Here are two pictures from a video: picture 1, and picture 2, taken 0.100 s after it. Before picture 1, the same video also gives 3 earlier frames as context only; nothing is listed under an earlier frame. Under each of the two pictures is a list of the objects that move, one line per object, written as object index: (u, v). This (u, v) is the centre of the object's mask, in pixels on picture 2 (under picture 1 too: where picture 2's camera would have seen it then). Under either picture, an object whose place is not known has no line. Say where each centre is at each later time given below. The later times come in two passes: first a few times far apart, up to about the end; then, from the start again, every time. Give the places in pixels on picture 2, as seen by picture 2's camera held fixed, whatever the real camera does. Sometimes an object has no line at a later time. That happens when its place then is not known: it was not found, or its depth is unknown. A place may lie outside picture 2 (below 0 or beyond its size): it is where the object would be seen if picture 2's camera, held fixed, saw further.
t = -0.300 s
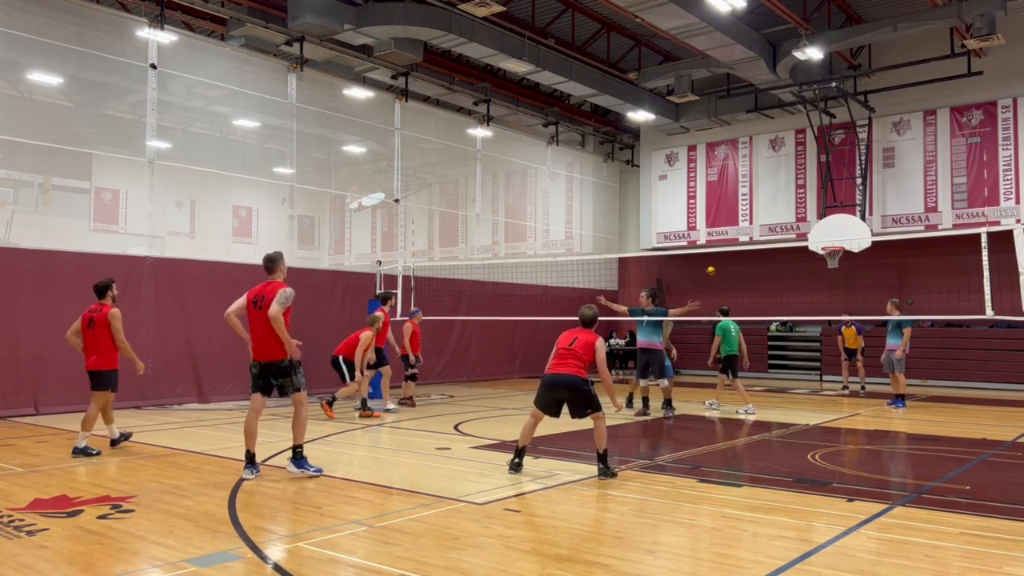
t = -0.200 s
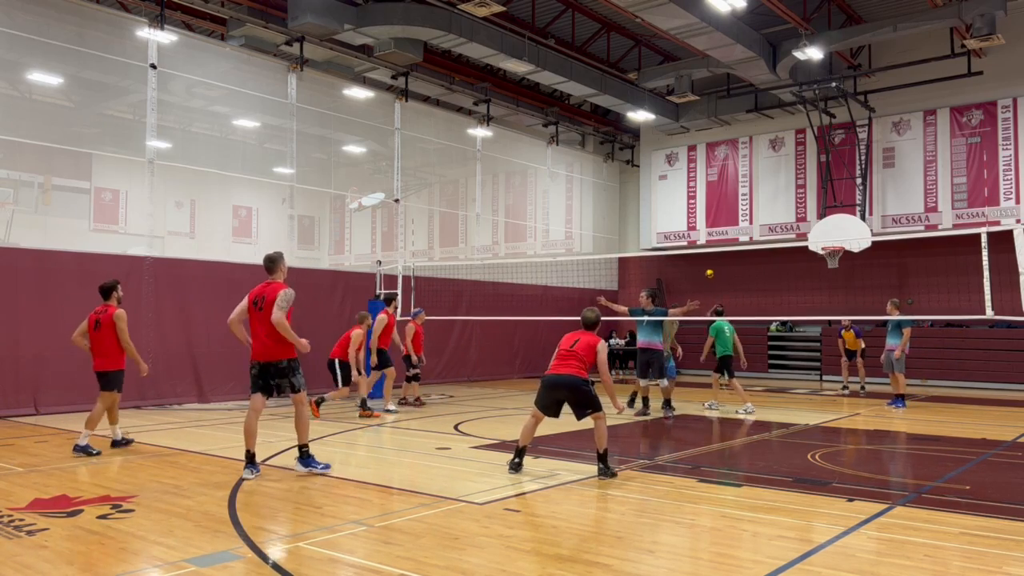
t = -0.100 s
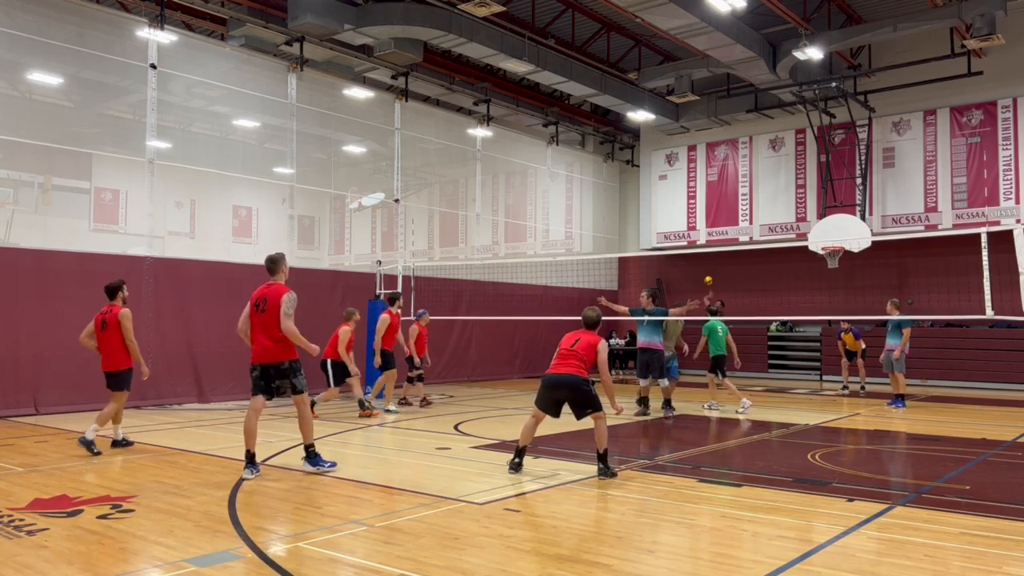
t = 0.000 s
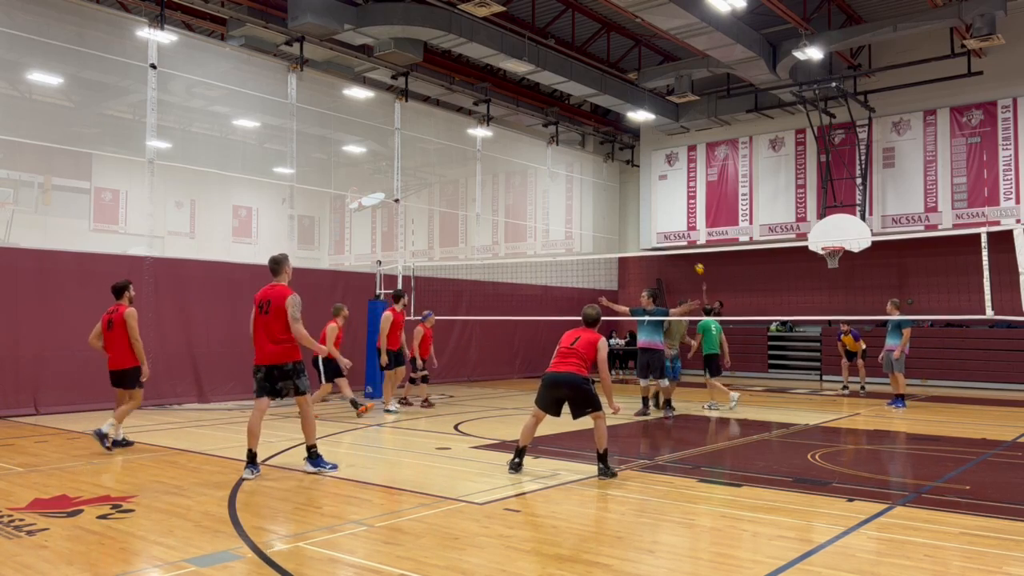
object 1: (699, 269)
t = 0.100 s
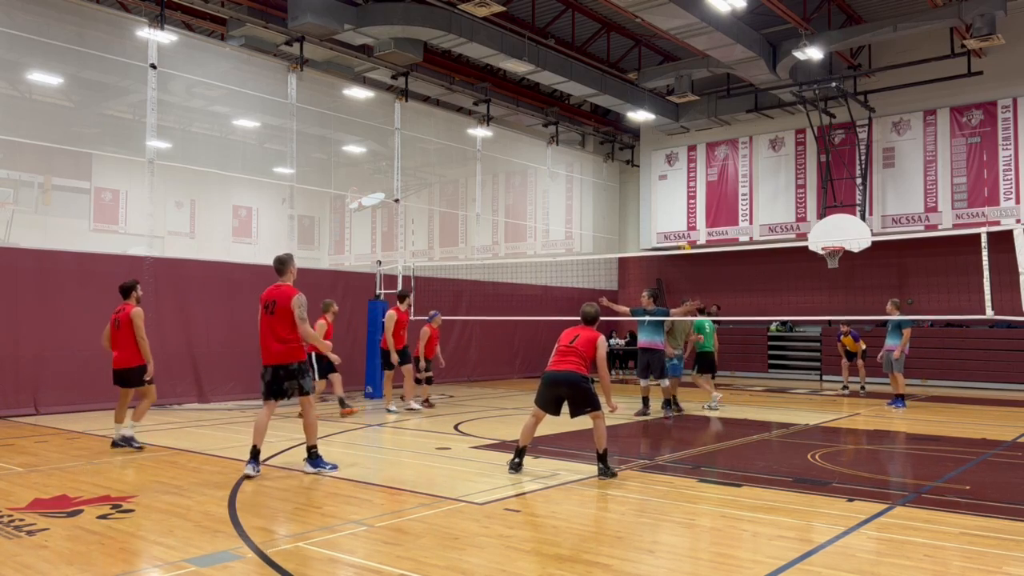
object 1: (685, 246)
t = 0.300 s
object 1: (654, 211)
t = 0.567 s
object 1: (605, 181)
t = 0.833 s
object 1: (532, 193)
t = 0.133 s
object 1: (681, 242)
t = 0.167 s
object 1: (675, 235)
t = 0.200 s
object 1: (671, 228)
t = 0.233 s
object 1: (665, 222)
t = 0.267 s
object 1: (660, 217)
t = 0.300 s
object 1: (654, 211)
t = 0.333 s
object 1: (649, 206)
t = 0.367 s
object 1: (644, 201)
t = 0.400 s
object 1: (638, 197)
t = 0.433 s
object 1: (632, 192)
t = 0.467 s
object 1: (625, 189)
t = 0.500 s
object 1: (619, 186)
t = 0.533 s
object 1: (612, 183)
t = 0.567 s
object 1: (605, 181)
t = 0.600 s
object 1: (597, 180)
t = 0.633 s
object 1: (589, 179)
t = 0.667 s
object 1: (581, 179)
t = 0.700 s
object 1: (573, 180)
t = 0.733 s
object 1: (564, 181)
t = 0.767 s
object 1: (554, 184)
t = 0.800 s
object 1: (543, 188)
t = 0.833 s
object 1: (532, 193)
